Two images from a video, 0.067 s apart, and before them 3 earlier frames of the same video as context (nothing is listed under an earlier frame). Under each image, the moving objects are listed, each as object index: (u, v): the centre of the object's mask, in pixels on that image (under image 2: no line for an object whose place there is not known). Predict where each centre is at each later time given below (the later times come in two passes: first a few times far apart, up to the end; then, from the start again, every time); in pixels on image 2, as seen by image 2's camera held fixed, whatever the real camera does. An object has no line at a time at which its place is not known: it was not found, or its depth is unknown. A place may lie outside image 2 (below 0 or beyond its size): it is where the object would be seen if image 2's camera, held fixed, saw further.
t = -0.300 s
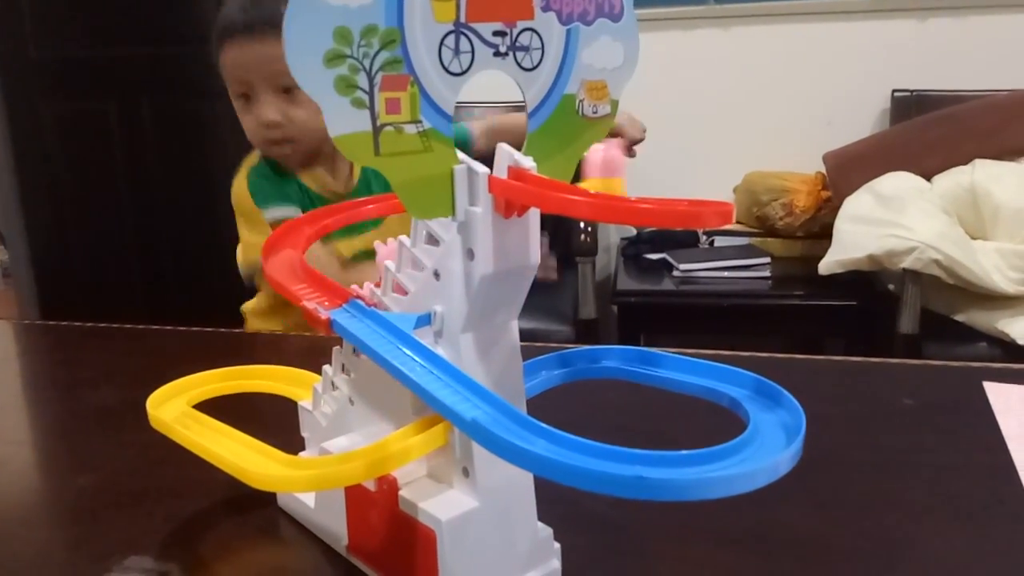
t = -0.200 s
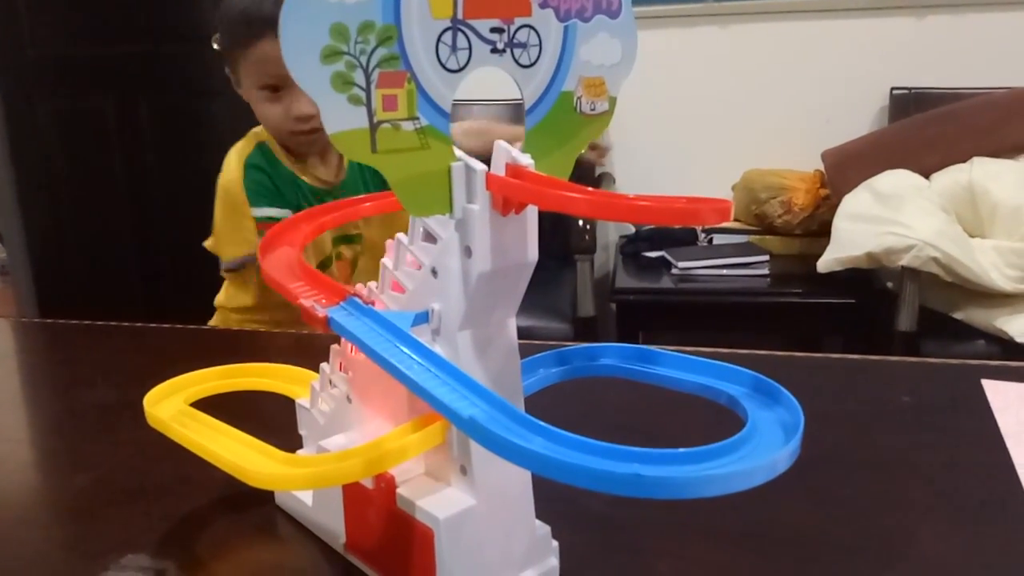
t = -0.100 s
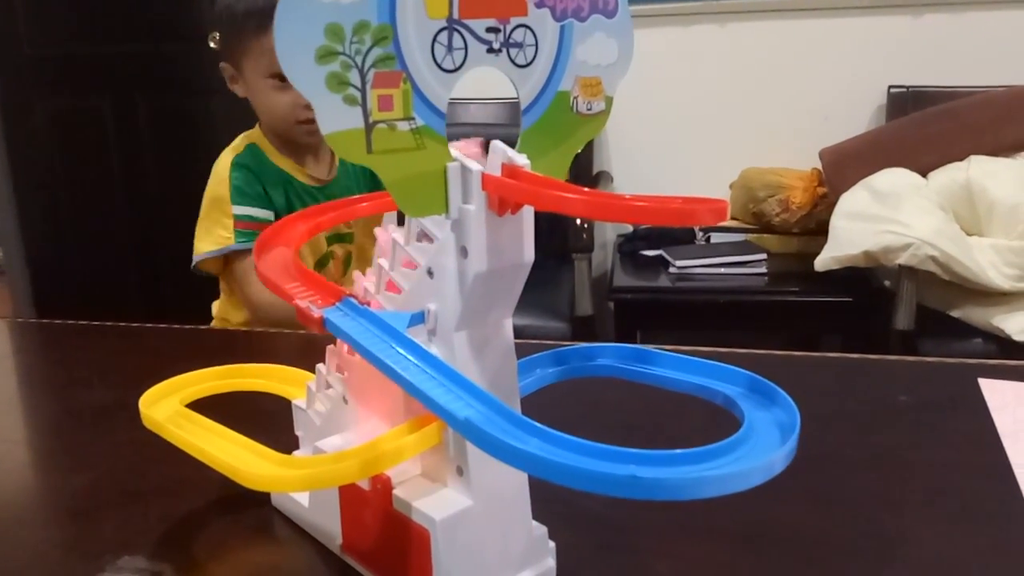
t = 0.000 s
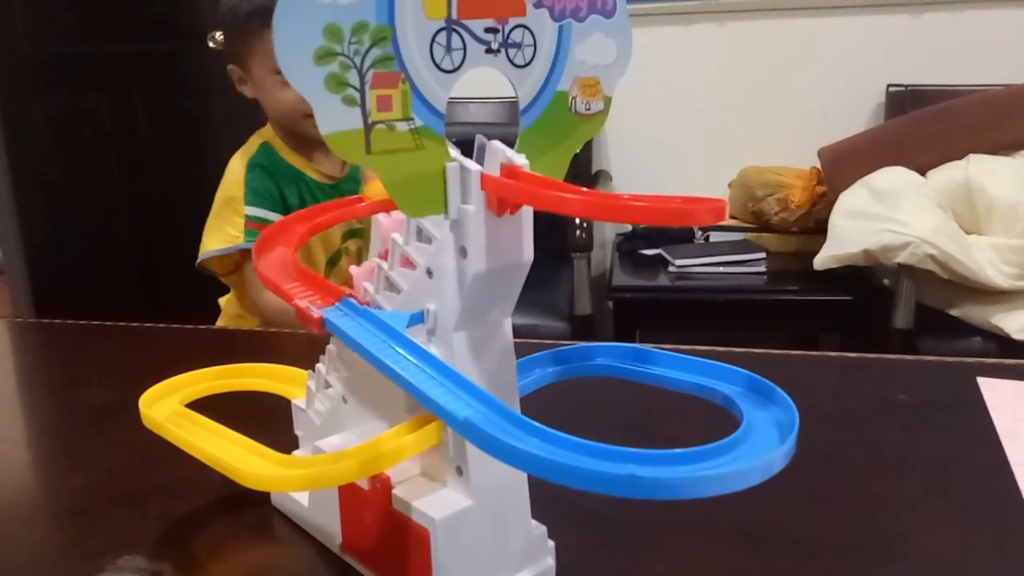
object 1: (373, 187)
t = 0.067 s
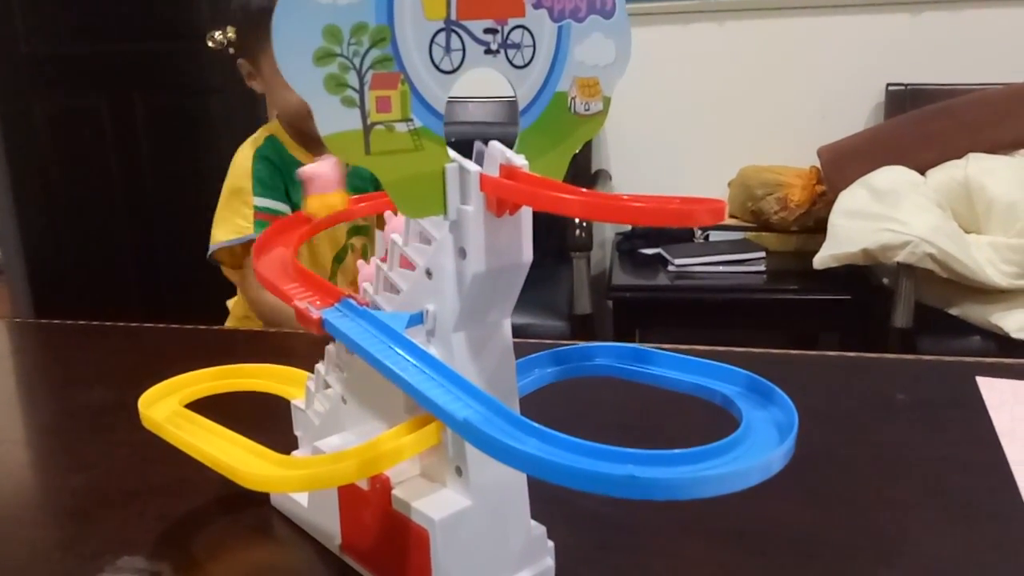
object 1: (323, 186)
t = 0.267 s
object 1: (323, 274)
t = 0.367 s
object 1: (412, 334)
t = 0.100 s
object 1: (298, 196)
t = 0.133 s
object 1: (280, 209)
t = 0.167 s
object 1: (269, 224)
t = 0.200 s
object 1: (271, 243)
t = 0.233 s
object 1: (290, 257)
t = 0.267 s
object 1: (323, 274)
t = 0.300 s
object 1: (349, 287)
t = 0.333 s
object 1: (375, 310)
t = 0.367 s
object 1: (412, 334)
